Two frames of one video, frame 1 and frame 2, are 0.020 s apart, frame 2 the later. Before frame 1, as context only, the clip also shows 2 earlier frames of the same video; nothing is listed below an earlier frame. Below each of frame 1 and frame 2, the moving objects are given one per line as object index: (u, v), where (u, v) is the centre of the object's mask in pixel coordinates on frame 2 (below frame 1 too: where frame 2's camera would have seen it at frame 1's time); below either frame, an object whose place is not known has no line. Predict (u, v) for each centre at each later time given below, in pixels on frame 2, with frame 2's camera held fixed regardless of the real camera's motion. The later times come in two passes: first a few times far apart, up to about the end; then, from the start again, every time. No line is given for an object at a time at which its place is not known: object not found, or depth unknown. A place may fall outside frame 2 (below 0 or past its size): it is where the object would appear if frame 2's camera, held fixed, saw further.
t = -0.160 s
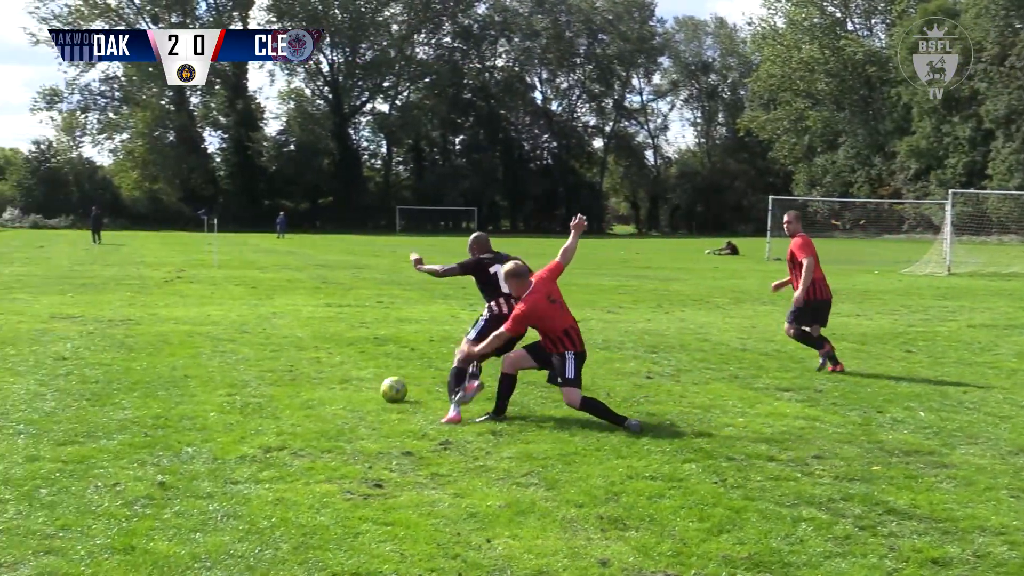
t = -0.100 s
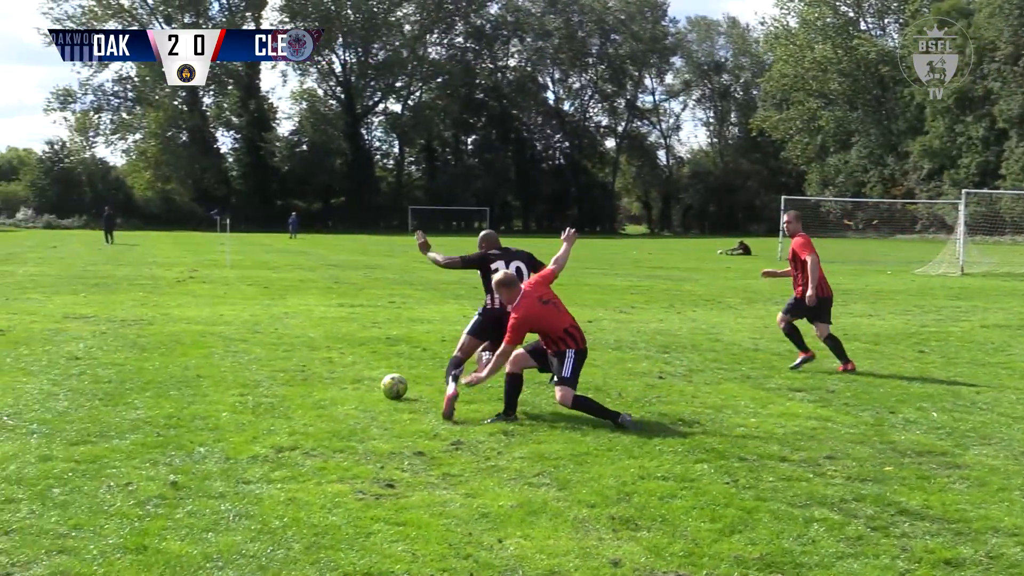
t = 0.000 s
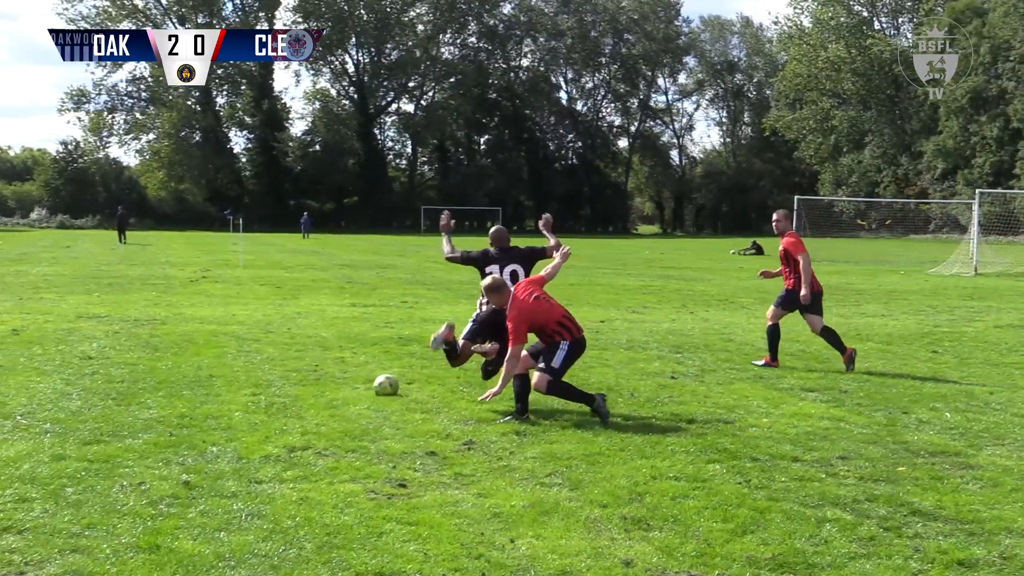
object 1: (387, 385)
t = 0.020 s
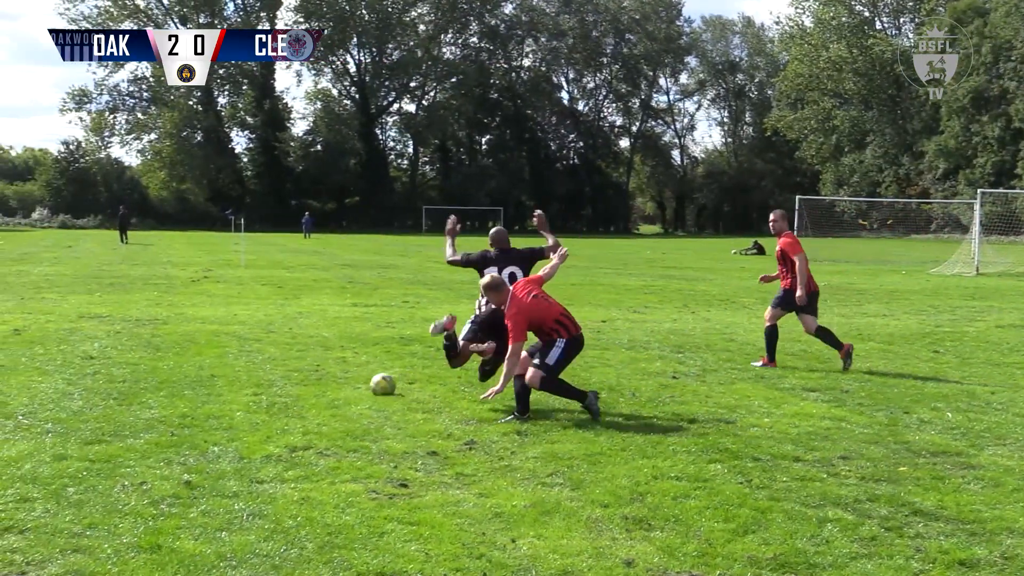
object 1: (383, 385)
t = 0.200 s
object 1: (344, 379)
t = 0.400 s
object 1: (304, 375)
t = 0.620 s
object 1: (266, 370)
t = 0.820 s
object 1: (234, 365)
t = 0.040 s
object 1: (378, 383)
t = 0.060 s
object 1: (374, 382)
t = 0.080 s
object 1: (369, 381)
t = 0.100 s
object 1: (365, 380)
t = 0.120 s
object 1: (361, 379)
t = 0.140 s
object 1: (357, 379)
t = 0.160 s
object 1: (353, 379)
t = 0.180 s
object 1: (348, 379)
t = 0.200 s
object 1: (344, 379)
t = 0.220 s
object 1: (340, 379)
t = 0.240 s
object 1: (336, 379)
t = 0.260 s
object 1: (332, 378)
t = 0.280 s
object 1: (328, 377)
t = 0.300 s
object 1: (324, 375)
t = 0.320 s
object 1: (320, 374)
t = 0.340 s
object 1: (316, 374)
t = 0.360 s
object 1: (312, 374)
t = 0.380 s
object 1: (309, 374)
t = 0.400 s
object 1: (304, 375)
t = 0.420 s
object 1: (301, 375)
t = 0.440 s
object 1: (297, 375)
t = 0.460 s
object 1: (293, 374)
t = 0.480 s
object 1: (289, 372)
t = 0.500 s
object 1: (286, 371)
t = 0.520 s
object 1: (282, 370)
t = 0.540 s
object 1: (279, 370)
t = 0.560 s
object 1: (275, 370)
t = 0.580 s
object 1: (272, 370)
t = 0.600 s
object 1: (269, 370)
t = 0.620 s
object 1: (266, 370)
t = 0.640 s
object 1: (263, 369)
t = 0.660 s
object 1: (260, 368)
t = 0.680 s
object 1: (256, 367)
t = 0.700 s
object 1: (253, 367)
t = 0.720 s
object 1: (250, 367)
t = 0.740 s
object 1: (246, 367)
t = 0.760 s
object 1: (243, 366)
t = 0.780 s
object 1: (240, 366)
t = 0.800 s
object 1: (238, 366)
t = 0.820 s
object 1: (234, 365)
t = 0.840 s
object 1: (232, 364)
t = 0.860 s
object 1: (229, 364)
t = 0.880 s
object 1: (226, 363)
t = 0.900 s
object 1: (223, 363)
